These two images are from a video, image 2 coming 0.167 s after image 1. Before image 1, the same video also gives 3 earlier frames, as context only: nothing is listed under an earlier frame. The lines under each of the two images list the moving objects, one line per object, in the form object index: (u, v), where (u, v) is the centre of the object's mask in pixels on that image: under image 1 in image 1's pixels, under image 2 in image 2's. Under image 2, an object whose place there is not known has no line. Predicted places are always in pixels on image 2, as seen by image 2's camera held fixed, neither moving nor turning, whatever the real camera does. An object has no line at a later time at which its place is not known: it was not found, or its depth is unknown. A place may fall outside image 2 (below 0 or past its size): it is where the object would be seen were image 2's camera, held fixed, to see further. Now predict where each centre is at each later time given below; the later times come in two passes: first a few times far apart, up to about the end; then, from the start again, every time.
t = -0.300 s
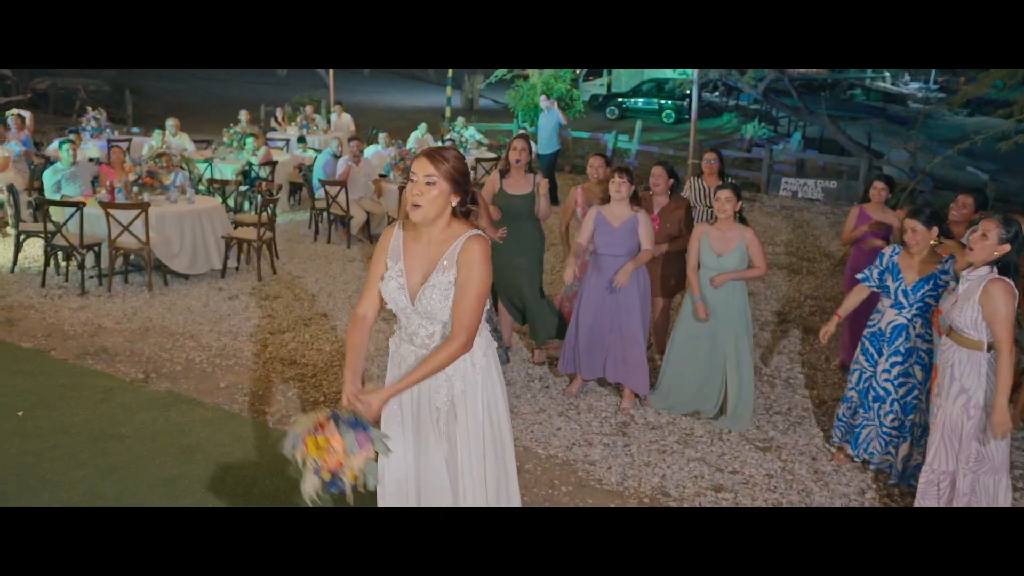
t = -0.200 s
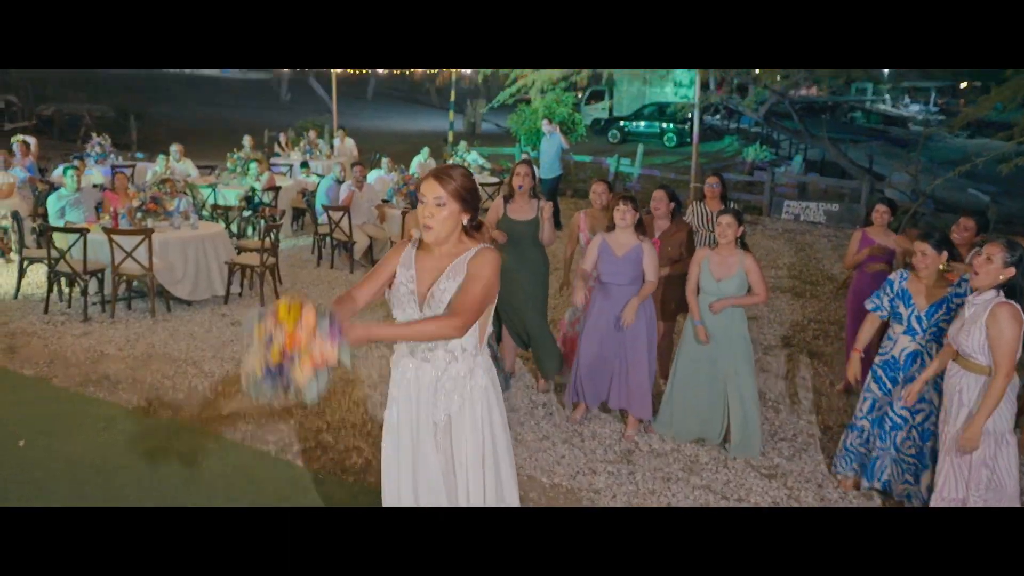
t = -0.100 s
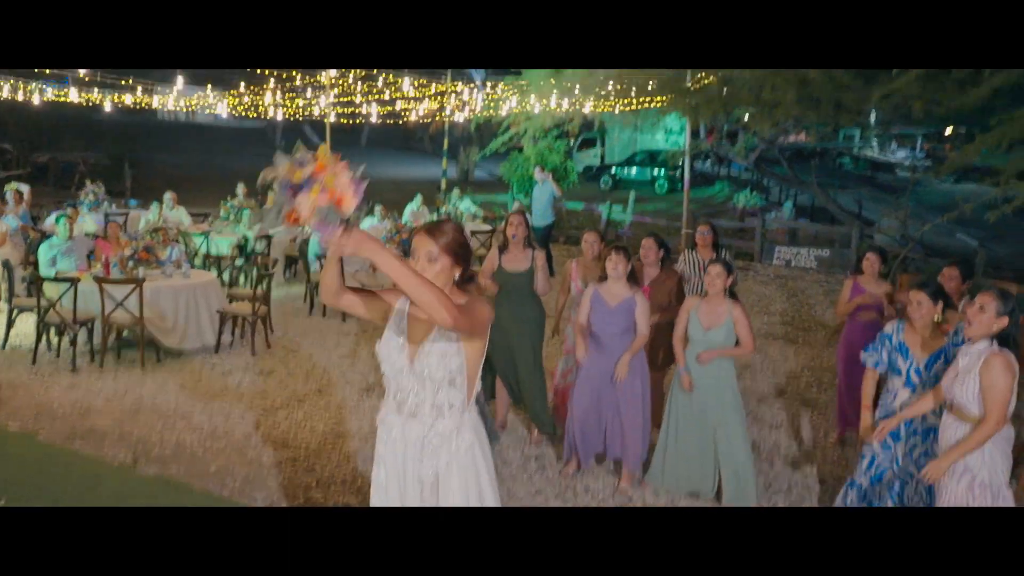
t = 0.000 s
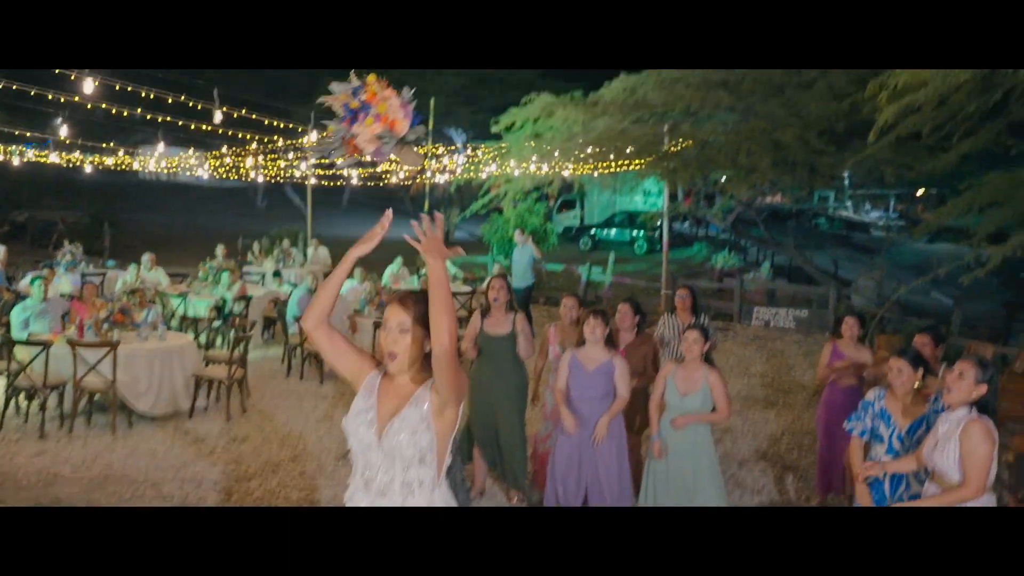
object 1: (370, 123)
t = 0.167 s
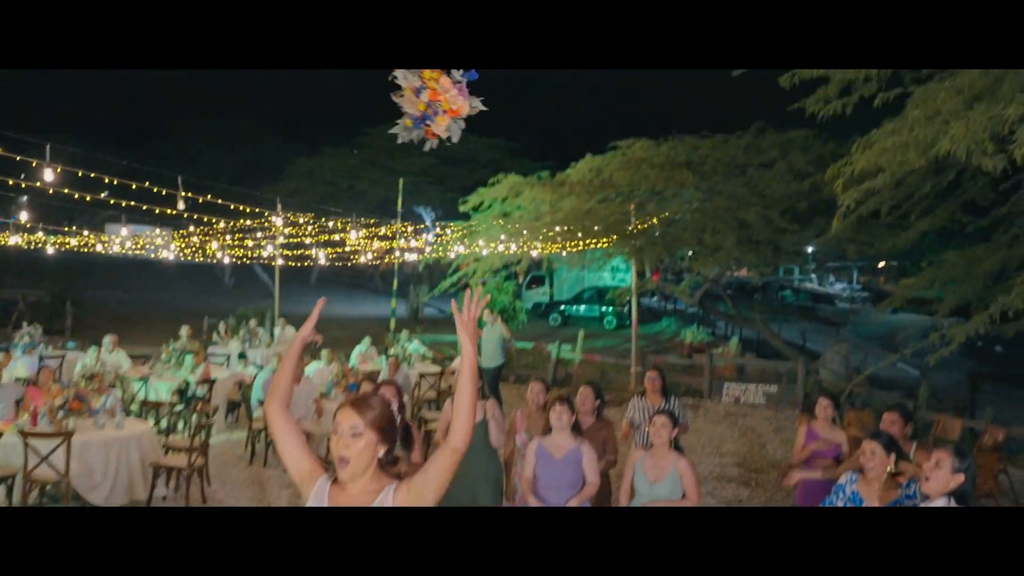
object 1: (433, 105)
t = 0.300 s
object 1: (492, 92)
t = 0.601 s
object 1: (579, 183)
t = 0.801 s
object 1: (616, 306)
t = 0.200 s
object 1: (449, 98)
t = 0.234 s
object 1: (465, 94)
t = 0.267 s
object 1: (479, 91)
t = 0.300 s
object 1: (492, 92)
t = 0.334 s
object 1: (505, 95)
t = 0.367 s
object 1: (516, 99)
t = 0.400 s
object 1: (527, 107)
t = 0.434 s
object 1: (538, 116)
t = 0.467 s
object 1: (548, 126)
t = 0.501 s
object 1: (557, 137)
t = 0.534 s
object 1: (565, 150)
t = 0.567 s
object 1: (573, 165)
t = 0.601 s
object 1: (579, 183)
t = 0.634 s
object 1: (587, 201)
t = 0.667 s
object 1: (594, 219)
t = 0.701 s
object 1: (600, 238)
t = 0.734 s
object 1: (607, 260)
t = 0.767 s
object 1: (610, 280)
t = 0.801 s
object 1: (616, 306)
